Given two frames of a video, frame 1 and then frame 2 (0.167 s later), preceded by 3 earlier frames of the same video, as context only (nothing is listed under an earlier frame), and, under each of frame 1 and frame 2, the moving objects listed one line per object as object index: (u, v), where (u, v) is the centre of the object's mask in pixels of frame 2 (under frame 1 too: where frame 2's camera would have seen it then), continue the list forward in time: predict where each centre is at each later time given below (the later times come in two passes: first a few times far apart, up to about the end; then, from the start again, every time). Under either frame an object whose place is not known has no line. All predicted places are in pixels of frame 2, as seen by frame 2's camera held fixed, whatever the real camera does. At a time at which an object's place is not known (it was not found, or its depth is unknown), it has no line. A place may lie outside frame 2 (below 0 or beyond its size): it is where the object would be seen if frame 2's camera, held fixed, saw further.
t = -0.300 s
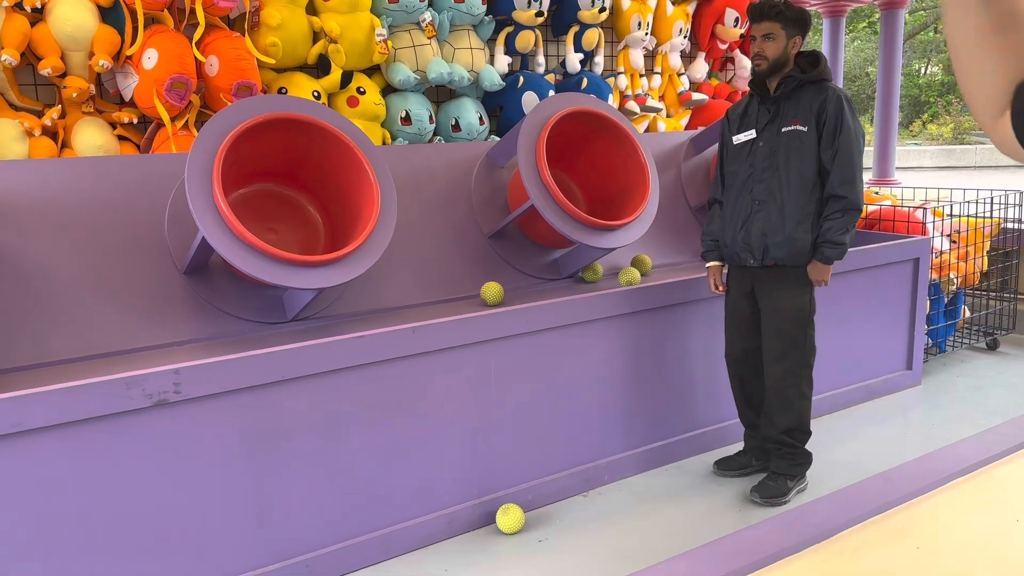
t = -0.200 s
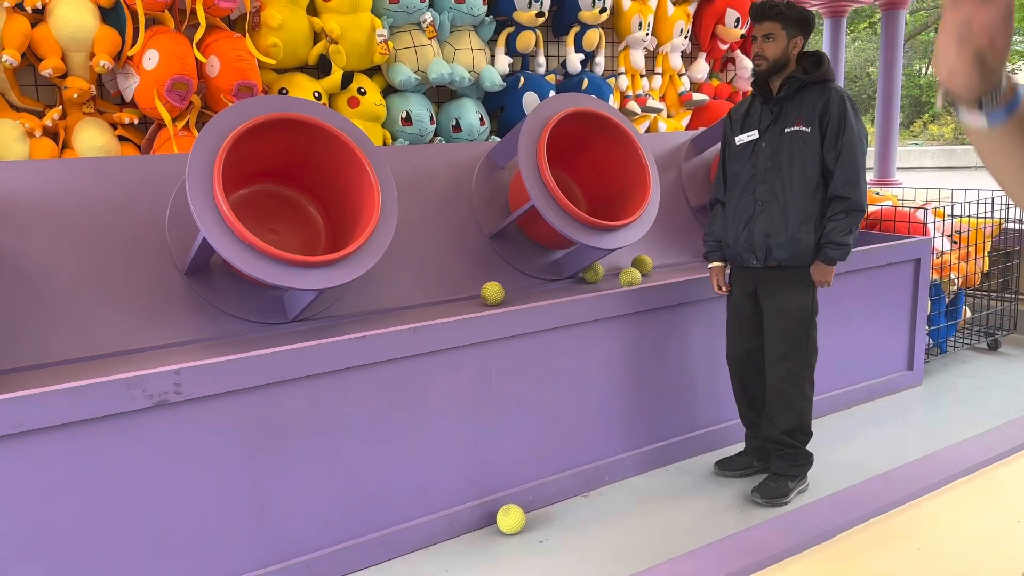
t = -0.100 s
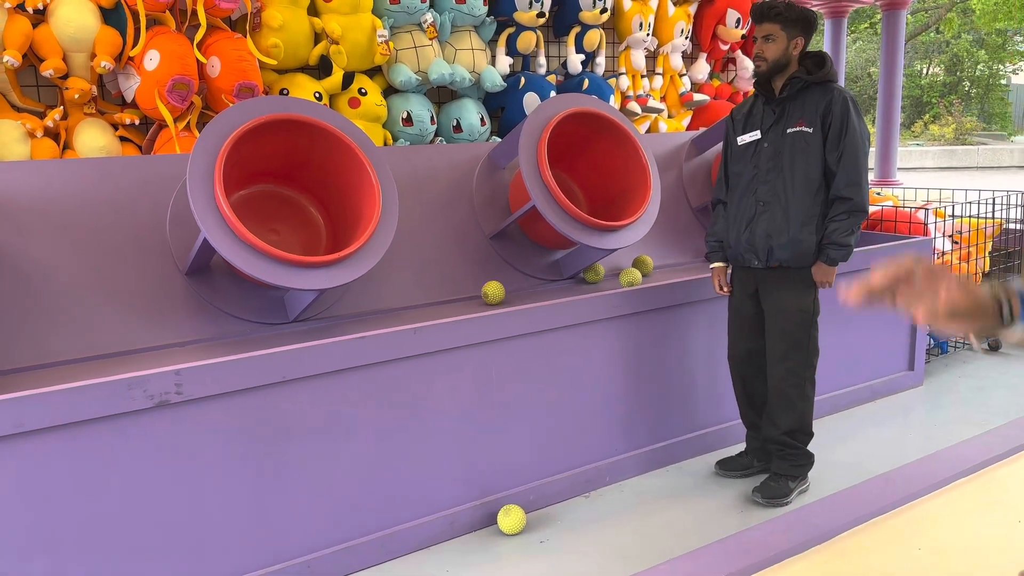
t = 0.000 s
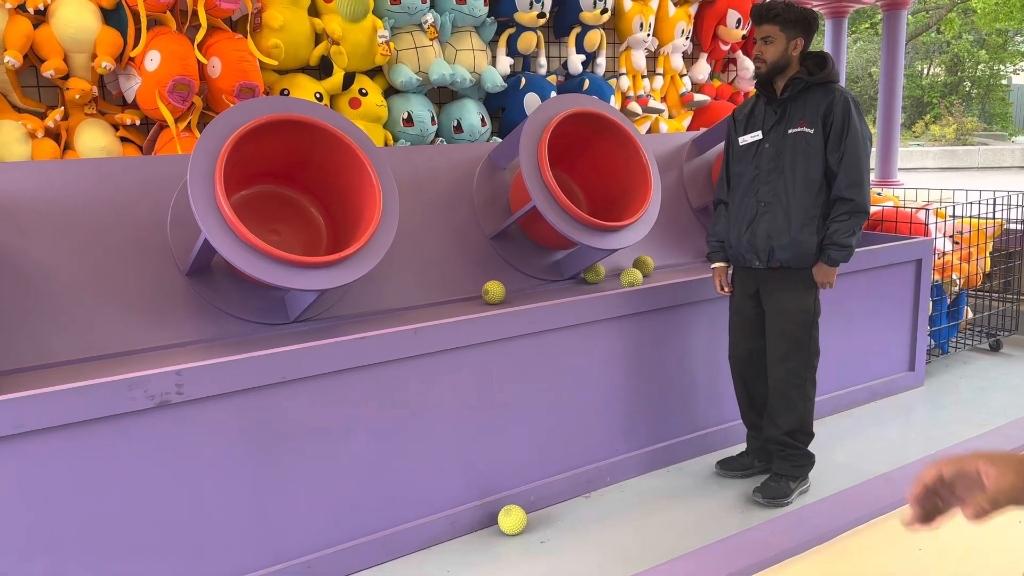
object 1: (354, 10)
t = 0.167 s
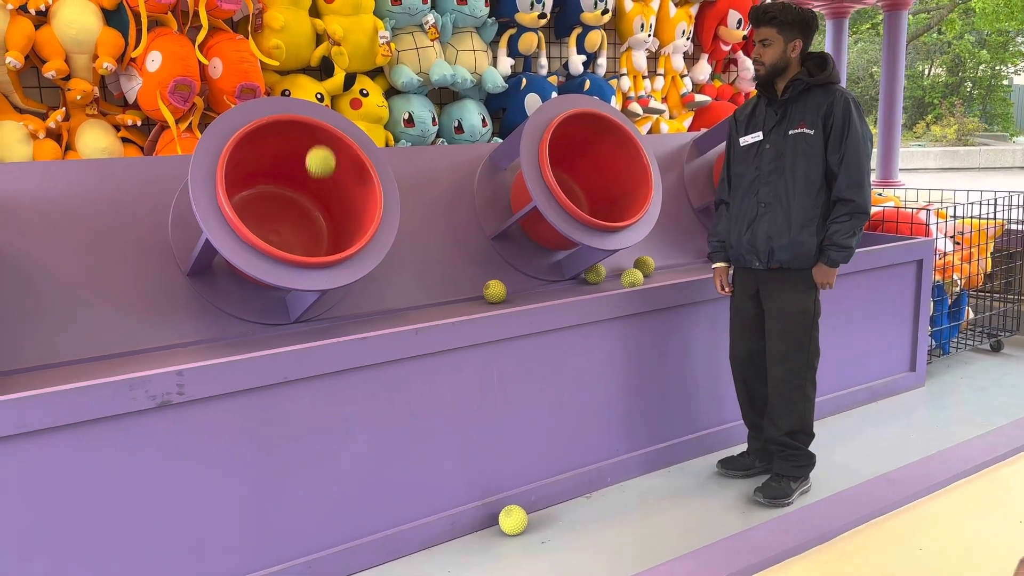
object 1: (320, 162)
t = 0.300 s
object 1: (306, 248)
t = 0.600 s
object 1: (233, 282)
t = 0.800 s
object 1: (177, 538)
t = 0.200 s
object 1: (316, 196)
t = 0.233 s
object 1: (313, 231)
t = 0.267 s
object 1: (313, 254)
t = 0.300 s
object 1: (306, 248)
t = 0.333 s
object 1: (299, 241)
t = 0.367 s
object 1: (291, 234)
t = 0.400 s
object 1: (284, 229)
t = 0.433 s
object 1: (275, 228)
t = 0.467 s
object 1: (268, 230)
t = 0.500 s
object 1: (259, 236)
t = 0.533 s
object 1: (251, 247)
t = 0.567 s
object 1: (242, 262)
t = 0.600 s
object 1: (233, 282)
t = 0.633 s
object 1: (225, 308)
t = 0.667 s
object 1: (215, 339)
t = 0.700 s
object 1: (206, 378)
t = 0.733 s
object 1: (196, 423)
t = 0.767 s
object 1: (187, 476)
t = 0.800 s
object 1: (177, 538)
